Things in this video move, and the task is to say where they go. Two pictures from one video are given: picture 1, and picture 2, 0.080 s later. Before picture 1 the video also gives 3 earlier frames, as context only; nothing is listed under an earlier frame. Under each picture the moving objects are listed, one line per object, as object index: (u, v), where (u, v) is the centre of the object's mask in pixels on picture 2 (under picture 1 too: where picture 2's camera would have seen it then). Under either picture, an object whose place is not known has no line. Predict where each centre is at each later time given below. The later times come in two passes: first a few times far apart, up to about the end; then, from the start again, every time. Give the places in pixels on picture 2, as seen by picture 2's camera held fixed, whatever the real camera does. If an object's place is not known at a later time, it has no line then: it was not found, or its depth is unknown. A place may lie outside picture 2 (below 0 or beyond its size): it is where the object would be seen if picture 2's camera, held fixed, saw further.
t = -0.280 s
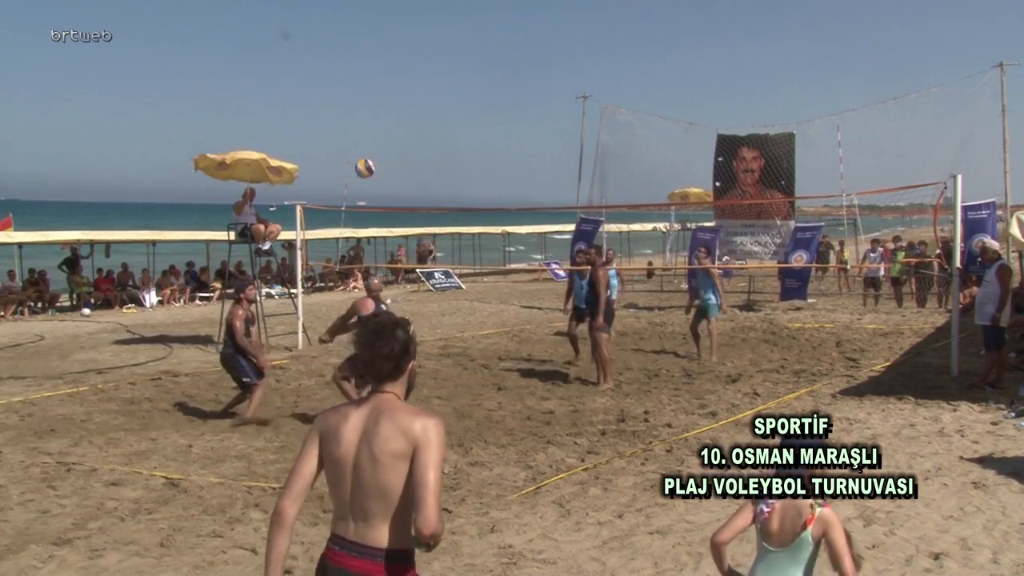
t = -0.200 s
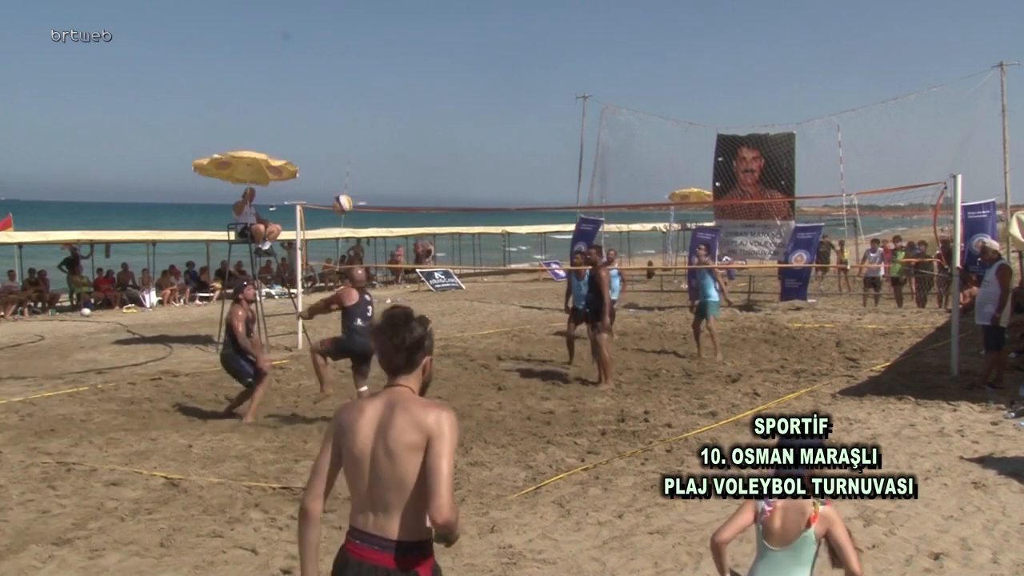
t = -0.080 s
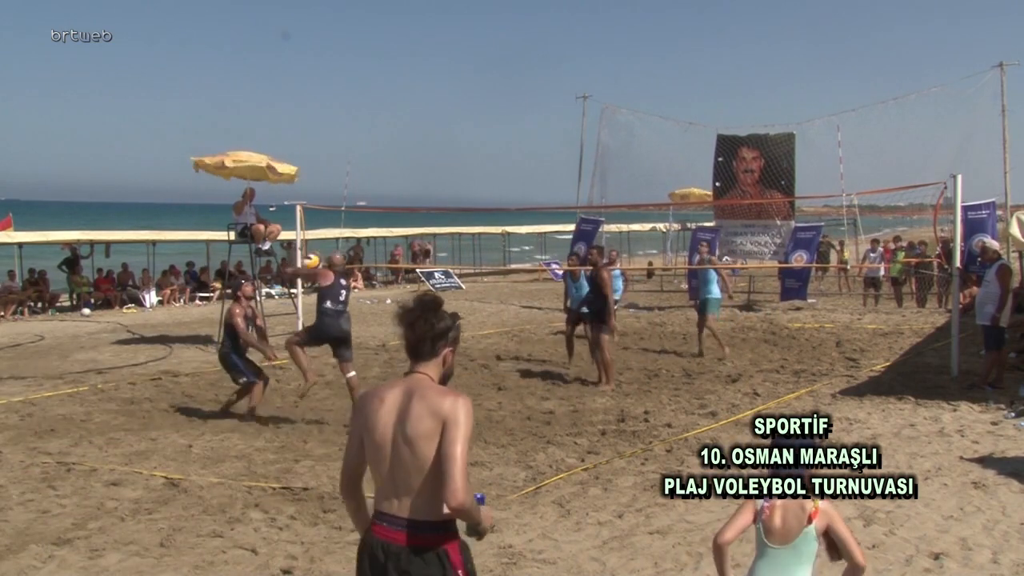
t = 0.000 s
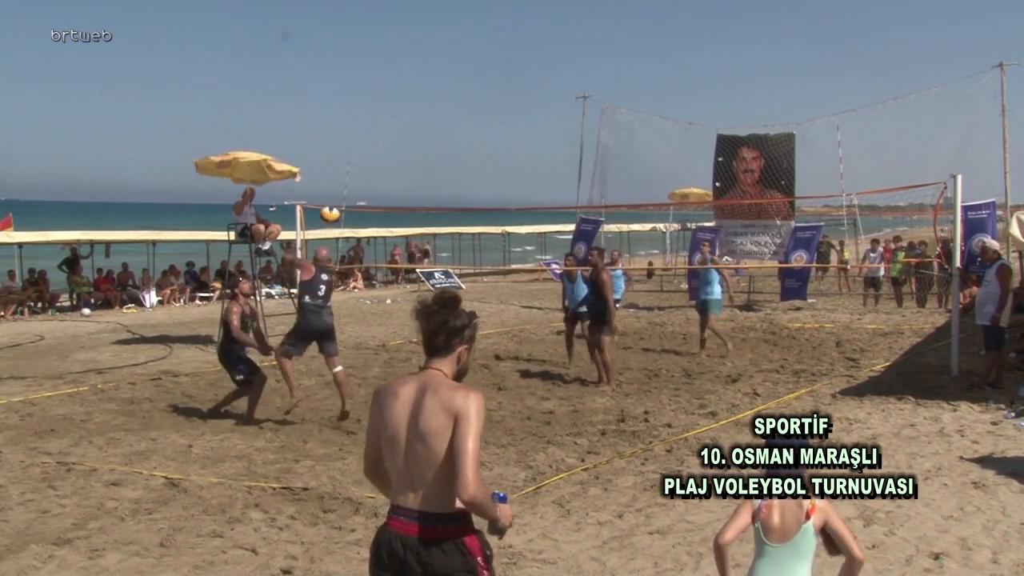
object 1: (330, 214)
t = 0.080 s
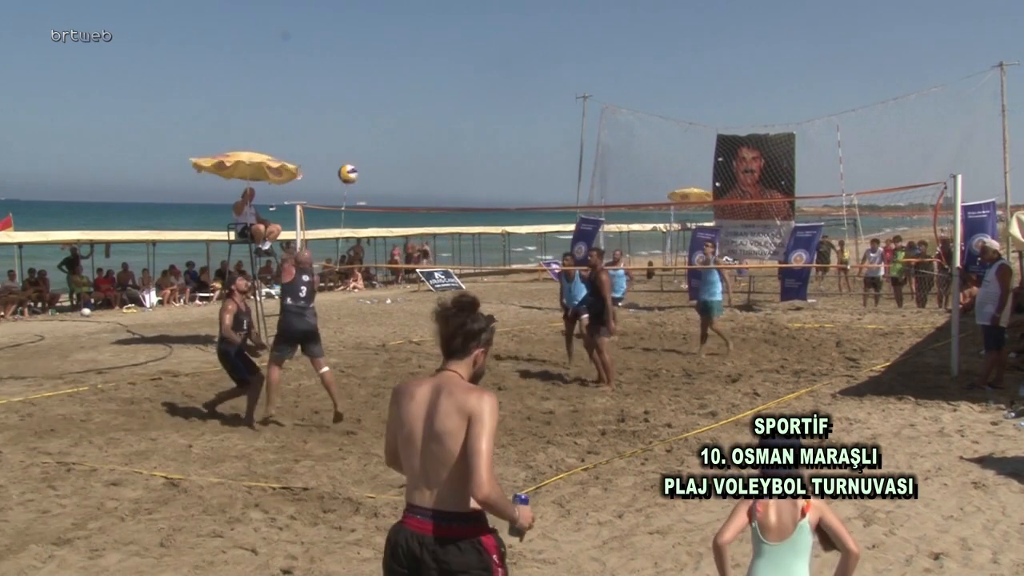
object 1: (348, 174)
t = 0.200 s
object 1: (373, 124)
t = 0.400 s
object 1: (412, 74)
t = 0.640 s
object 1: (453, 62)
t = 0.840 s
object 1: (482, 87)
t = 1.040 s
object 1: (511, 142)
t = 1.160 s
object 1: (527, 188)
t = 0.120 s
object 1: (356, 156)
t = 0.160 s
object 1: (365, 139)
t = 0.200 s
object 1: (373, 124)
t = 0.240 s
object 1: (381, 111)
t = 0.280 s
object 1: (389, 99)
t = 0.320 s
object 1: (397, 89)
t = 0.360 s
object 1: (404, 80)
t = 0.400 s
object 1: (412, 74)
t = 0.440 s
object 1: (419, 69)
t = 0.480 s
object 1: (426, 65)
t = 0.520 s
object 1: (434, 62)
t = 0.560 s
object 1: (440, 61)
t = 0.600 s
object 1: (446, 61)
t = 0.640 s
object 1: (453, 62)
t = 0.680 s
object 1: (459, 65)
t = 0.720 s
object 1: (465, 68)
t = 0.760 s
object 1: (471, 73)
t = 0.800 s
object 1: (477, 80)
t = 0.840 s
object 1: (482, 87)
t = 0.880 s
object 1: (488, 95)
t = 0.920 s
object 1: (494, 105)
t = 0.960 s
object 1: (499, 116)
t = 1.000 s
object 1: (505, 128)
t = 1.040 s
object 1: (511, 142)
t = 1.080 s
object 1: (516, 156)
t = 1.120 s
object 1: (521, 172)
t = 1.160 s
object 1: (527, 188)
